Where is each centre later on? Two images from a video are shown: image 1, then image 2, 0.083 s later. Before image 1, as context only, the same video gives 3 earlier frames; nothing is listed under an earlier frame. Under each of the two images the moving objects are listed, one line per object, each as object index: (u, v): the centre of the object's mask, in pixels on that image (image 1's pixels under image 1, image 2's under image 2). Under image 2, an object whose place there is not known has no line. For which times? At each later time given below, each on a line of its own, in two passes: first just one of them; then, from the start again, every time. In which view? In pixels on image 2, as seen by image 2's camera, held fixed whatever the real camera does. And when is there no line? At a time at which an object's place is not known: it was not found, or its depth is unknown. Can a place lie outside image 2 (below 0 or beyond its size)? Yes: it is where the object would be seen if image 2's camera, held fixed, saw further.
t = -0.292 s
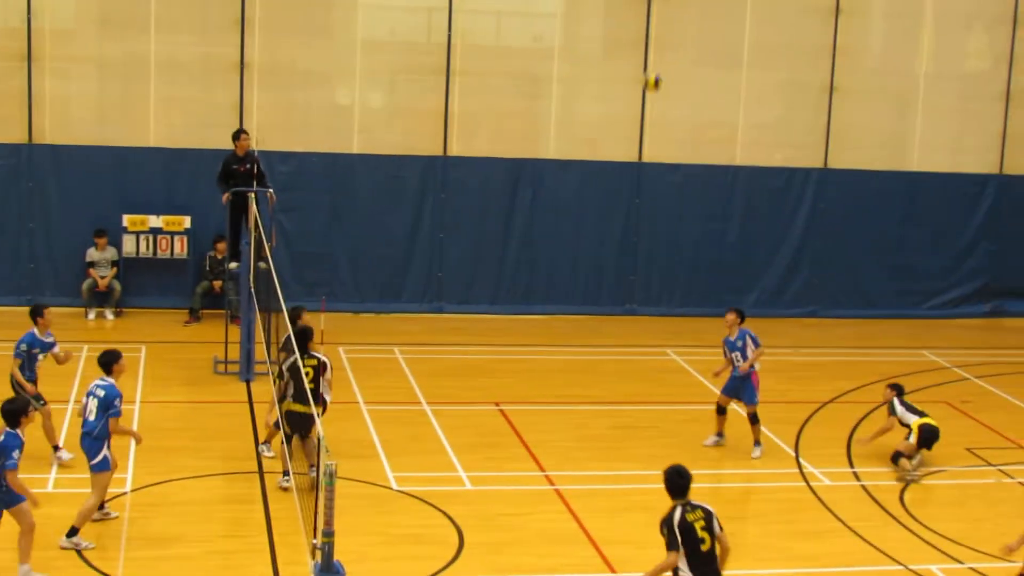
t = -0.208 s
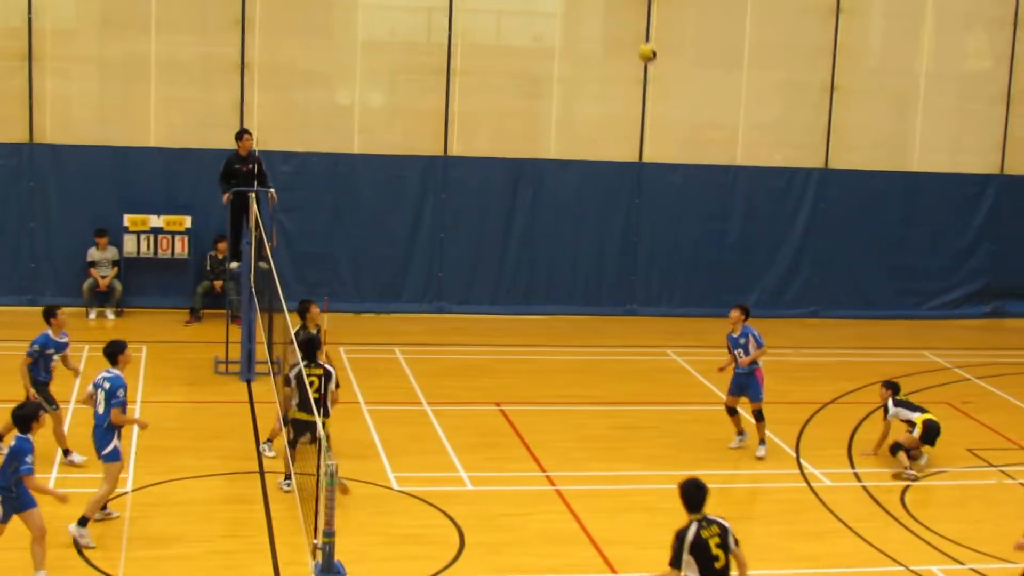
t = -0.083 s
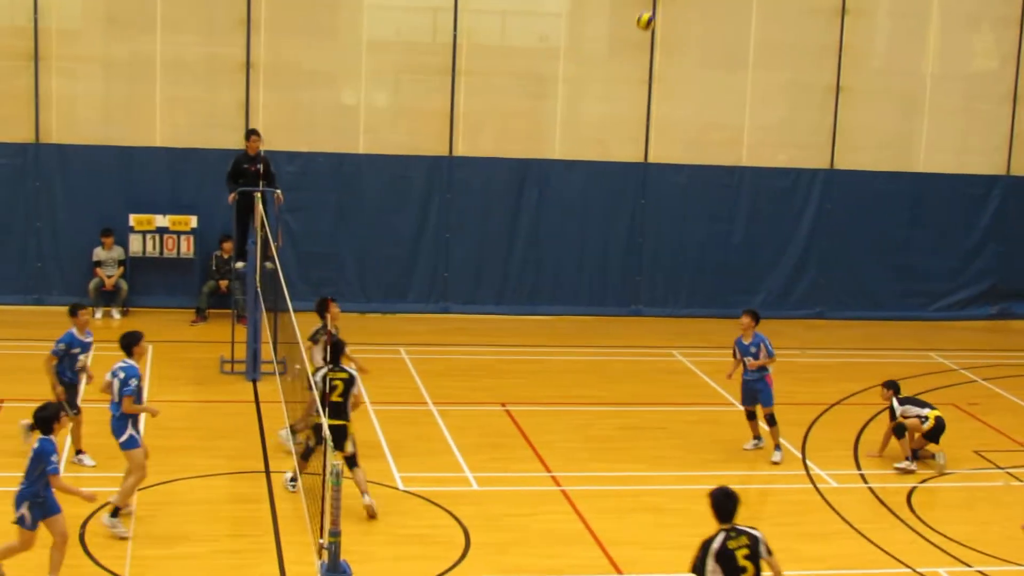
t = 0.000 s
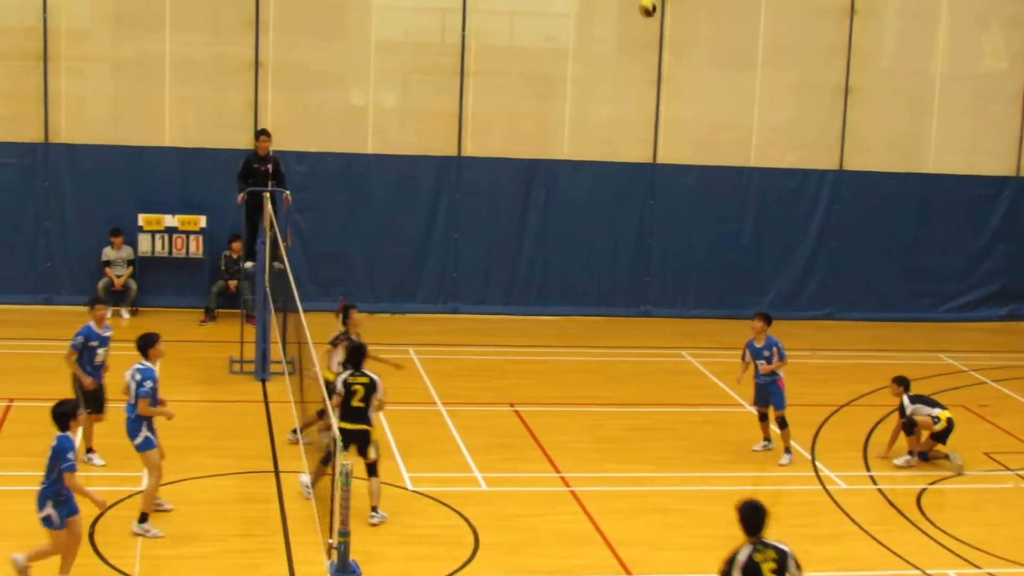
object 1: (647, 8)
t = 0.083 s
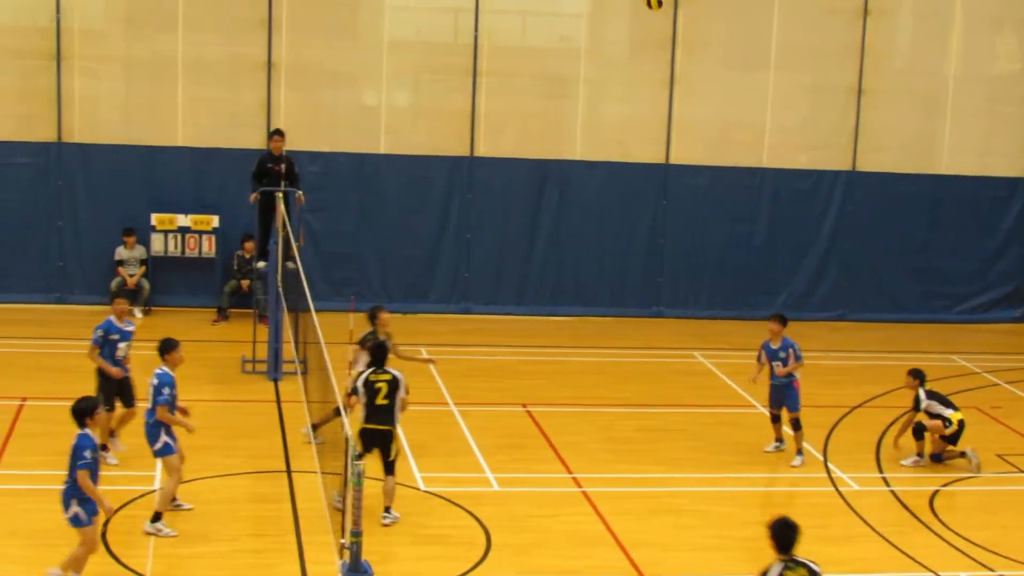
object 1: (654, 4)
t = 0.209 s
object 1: (646, 4)
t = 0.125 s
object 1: (652, 4)
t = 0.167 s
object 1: (649, 3)
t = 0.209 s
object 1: (646, 4)
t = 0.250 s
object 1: (644, 5)
